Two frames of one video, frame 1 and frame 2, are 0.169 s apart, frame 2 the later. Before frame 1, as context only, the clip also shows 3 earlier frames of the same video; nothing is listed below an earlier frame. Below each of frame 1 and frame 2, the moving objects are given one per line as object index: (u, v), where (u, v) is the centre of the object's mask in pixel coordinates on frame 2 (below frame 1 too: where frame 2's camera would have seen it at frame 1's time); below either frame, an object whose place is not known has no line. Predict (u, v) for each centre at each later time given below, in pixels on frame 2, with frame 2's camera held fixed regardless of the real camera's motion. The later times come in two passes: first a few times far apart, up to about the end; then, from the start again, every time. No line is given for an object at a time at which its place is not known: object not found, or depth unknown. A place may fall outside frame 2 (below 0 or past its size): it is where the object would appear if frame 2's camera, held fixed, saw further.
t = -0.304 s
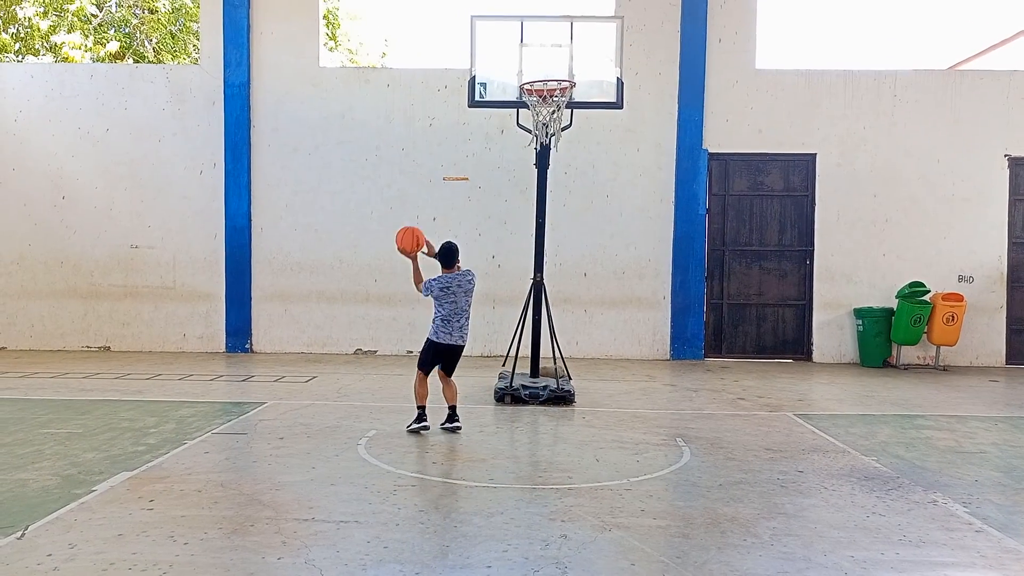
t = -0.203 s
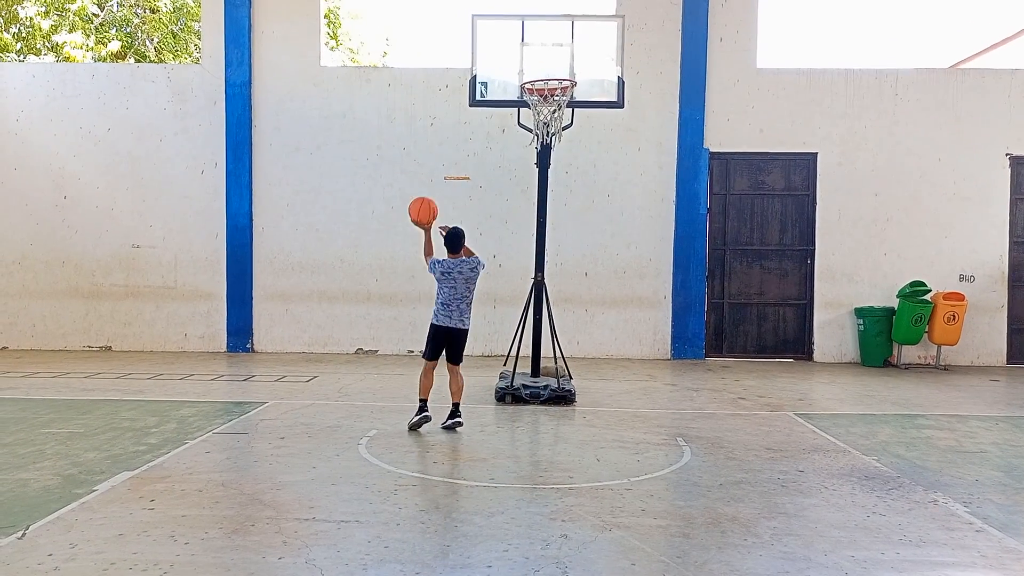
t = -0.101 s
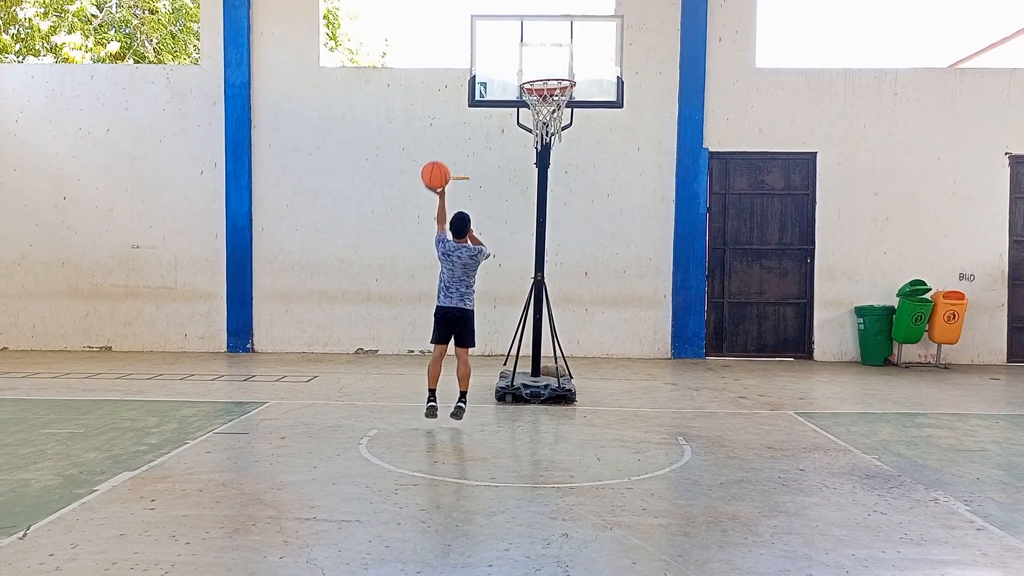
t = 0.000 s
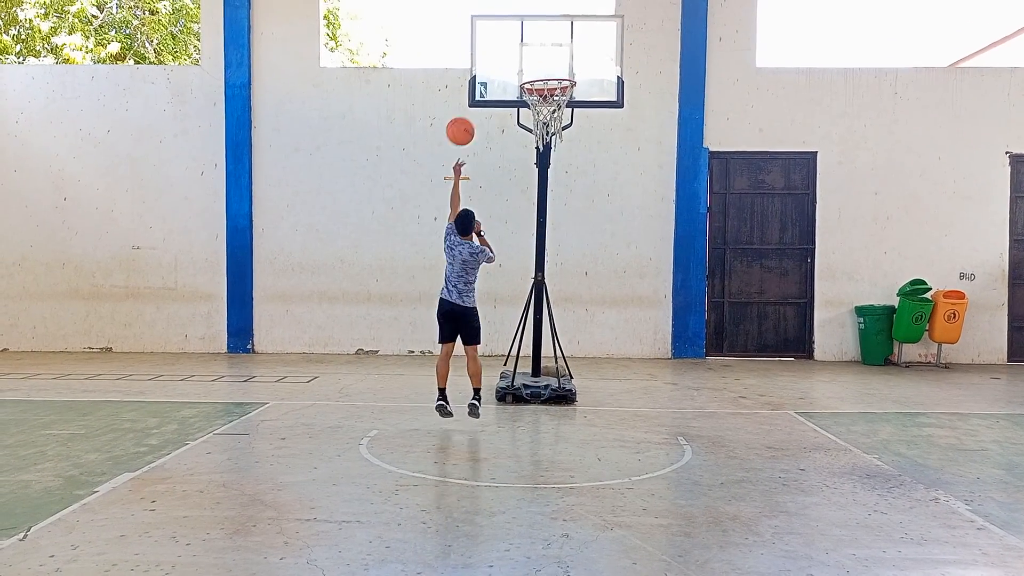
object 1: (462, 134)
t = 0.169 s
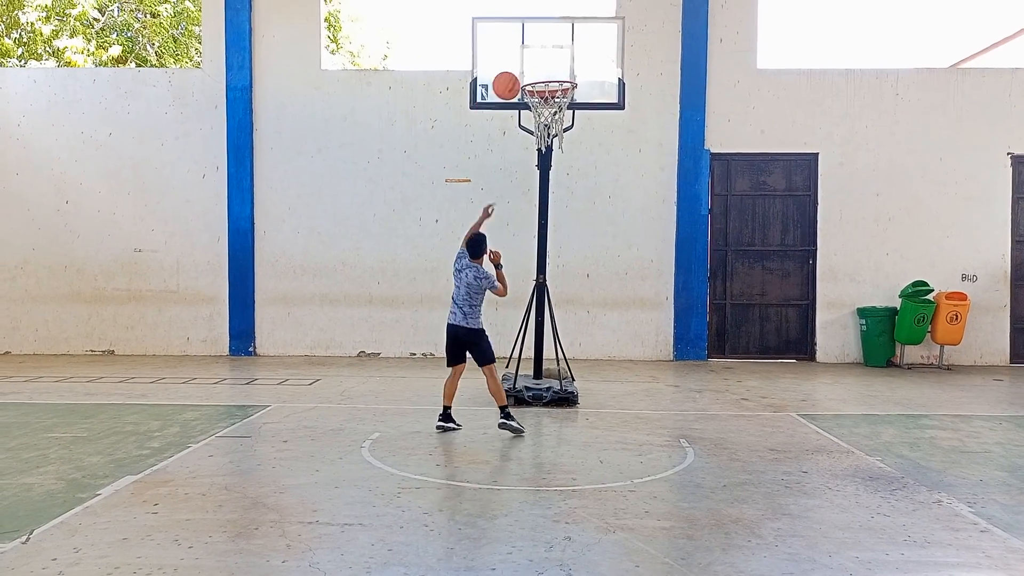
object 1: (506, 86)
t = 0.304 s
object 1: (539, 71)
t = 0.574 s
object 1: (562, 74)
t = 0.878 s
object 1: (538, 103)
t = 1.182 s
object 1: (552, 129)
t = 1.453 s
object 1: (568, 212)
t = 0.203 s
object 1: (515, 80)
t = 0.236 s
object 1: (522, 75)
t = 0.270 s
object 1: (530, 73)
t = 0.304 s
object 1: (539, 71)
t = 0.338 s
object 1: (544, 72)
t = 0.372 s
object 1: (549, 73)
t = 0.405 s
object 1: (553, 74)
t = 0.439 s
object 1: (555, 74)
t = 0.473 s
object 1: (556, 72)
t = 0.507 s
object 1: (558, 72)
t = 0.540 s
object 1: (560, 72)
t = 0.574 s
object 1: (562, 74)
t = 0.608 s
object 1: (563, 76)
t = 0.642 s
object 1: (562, 77)
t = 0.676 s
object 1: (561, 81)
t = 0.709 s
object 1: (558, 83)
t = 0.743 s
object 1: (554, 86)
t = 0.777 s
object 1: (550, 88)
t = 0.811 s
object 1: (546, 93)
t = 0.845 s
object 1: (541, 97)
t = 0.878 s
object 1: (538, 103)
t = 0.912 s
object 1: (536, 105)
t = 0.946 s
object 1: (535, 106)
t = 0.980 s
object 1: (535, 108)
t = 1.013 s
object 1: (537, 110)
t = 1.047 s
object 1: (539, 112)
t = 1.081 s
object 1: (541, 116)
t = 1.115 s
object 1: (544, 119)
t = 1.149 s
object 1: (548, 123)
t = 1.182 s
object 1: (552, 129)
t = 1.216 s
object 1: (553, 134)
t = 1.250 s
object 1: (554, 141)
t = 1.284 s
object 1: (556, 149)
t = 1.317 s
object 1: (559, 159)
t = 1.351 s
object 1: (561, 170)
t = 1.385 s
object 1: (564, 183)
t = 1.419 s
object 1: (566, 196)
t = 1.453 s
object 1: (568, 212)
